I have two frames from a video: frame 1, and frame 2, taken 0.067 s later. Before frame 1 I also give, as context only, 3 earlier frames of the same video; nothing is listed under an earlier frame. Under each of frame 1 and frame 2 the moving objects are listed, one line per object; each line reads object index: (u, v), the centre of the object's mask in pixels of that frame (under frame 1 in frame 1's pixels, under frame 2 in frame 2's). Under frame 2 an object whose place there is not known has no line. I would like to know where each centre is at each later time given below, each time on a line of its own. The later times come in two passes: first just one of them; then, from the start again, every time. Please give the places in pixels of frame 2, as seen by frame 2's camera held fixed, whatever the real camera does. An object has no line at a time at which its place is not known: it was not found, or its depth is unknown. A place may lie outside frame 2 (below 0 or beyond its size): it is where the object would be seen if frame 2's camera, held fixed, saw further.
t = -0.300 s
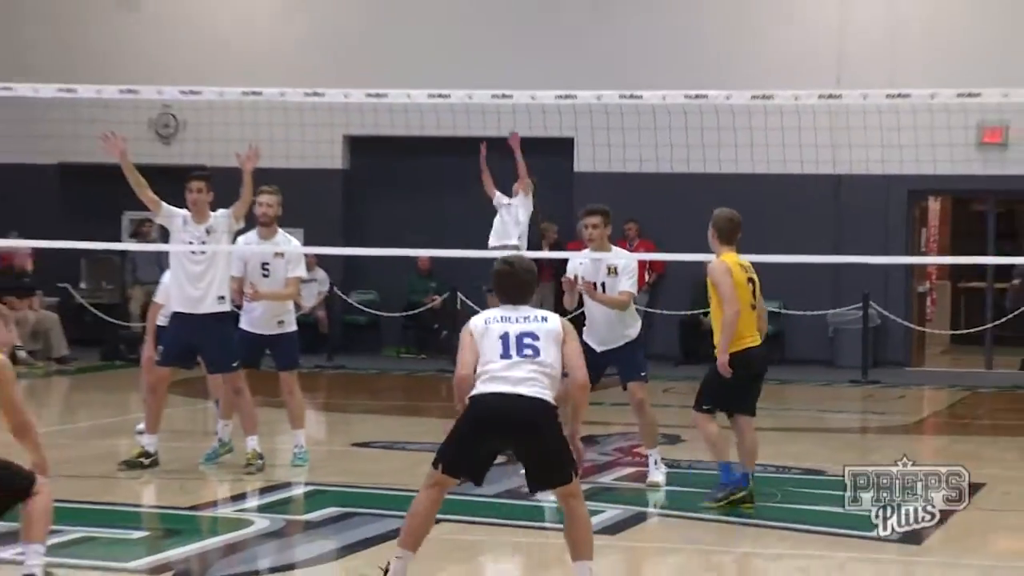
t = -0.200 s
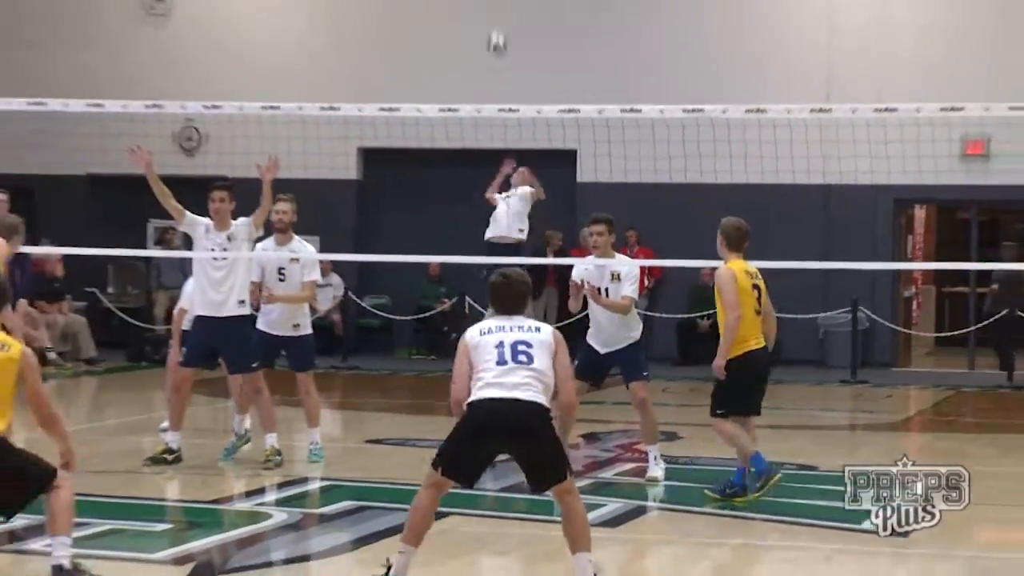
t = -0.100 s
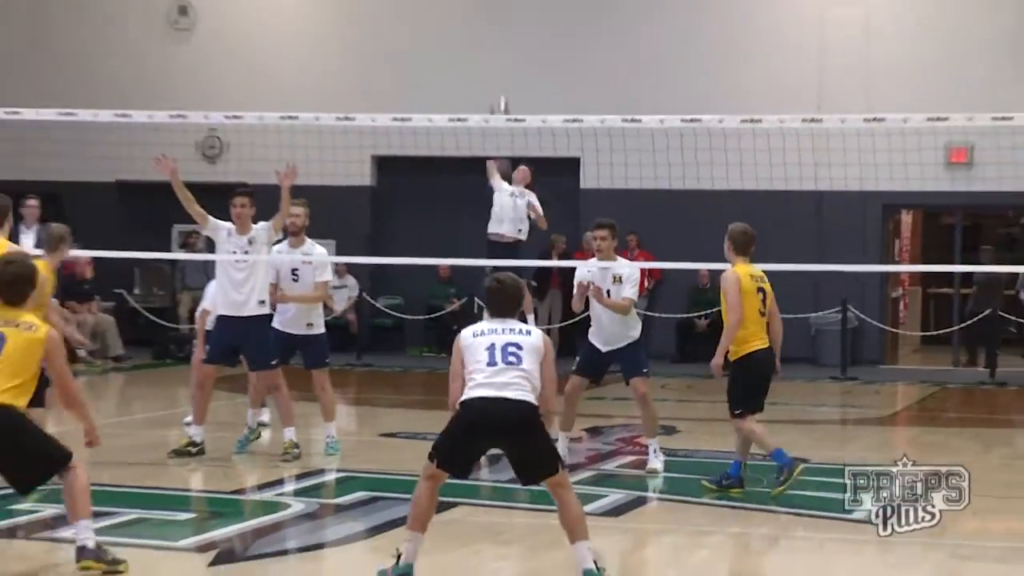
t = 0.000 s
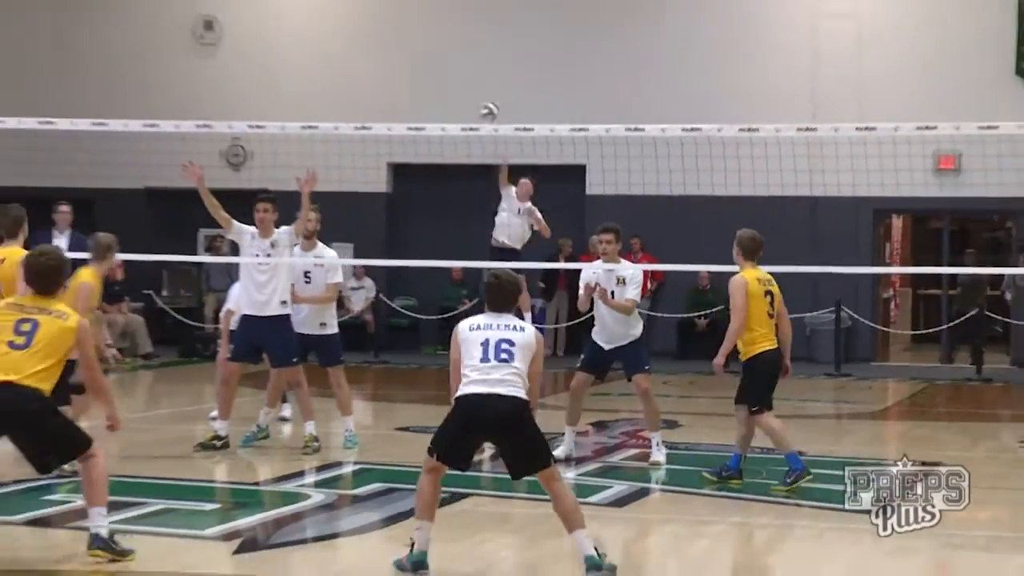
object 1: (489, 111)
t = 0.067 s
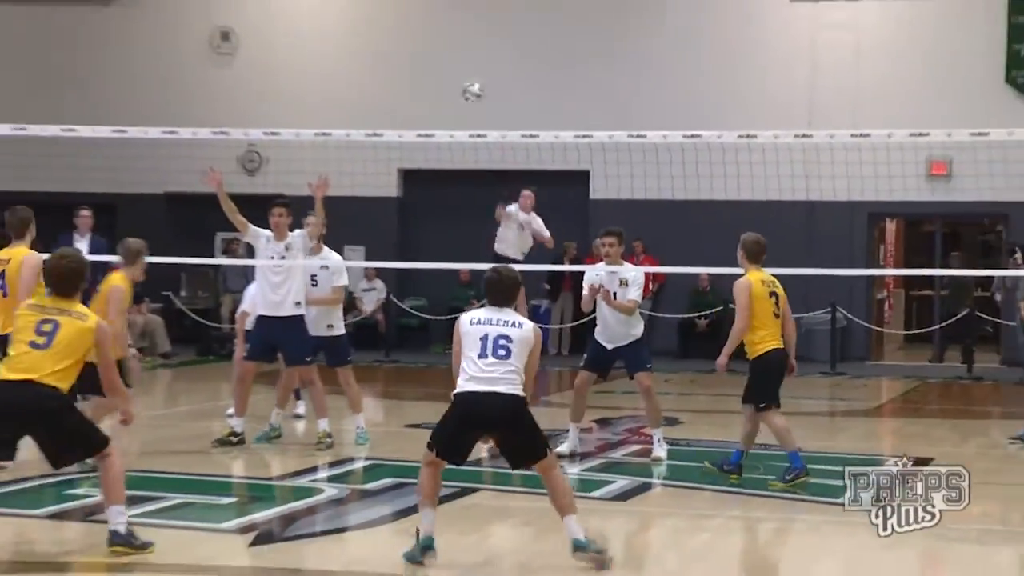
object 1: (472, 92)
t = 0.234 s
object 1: (409, 69)
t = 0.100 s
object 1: (460, 84)
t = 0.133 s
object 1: (448, 78)
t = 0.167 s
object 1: (436, 73)
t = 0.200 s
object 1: (422, 70)
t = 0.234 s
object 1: (409, 69)
